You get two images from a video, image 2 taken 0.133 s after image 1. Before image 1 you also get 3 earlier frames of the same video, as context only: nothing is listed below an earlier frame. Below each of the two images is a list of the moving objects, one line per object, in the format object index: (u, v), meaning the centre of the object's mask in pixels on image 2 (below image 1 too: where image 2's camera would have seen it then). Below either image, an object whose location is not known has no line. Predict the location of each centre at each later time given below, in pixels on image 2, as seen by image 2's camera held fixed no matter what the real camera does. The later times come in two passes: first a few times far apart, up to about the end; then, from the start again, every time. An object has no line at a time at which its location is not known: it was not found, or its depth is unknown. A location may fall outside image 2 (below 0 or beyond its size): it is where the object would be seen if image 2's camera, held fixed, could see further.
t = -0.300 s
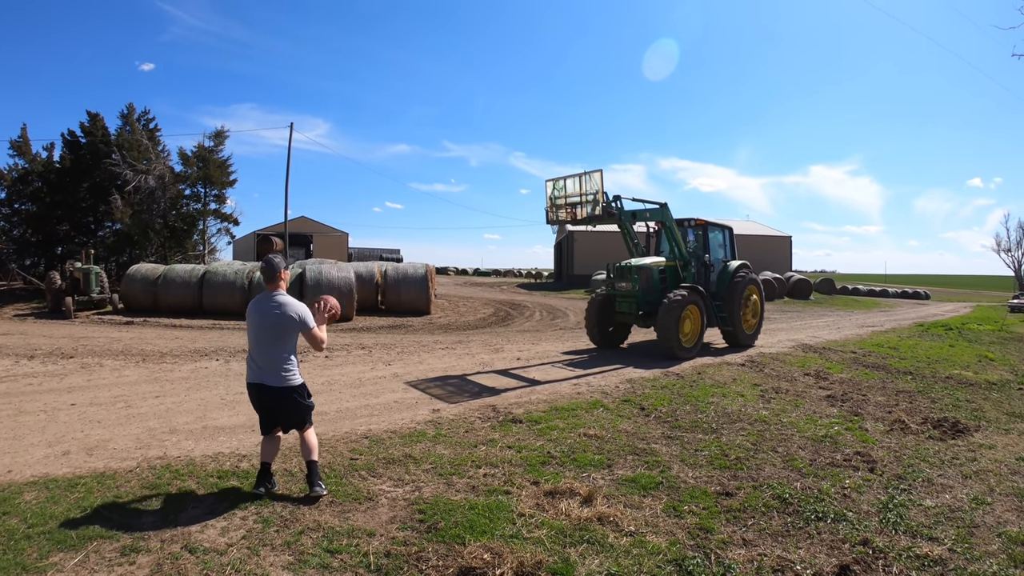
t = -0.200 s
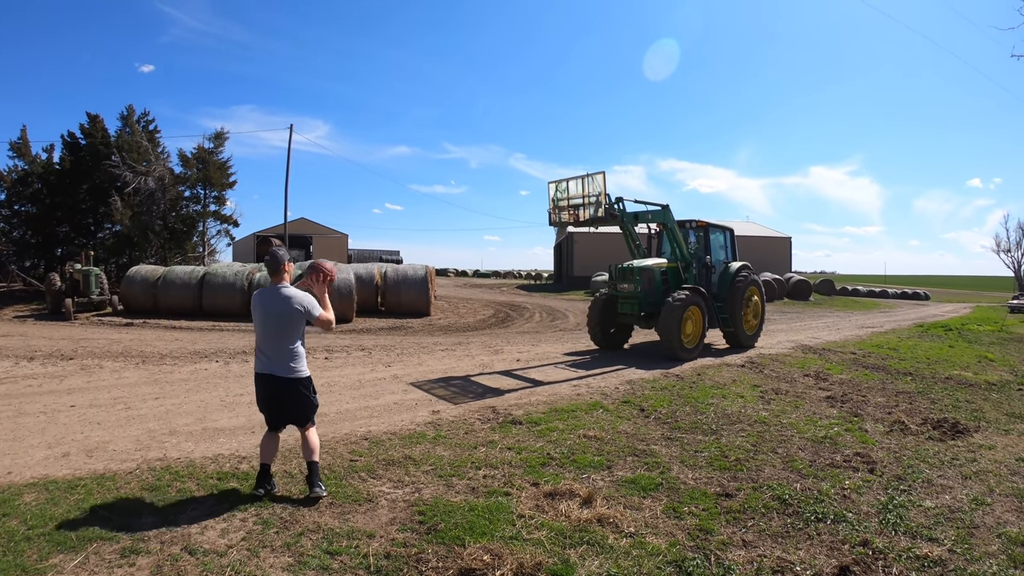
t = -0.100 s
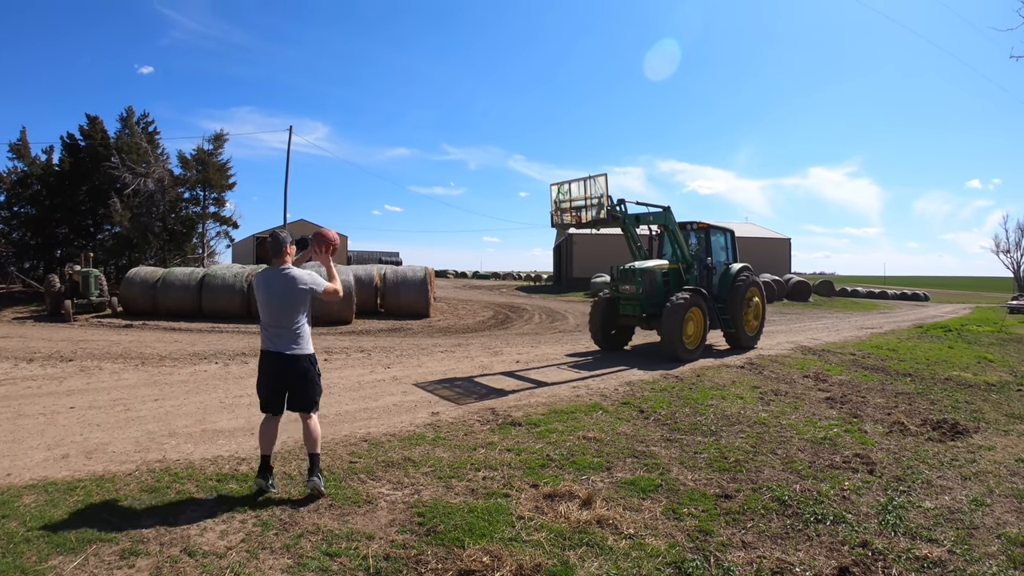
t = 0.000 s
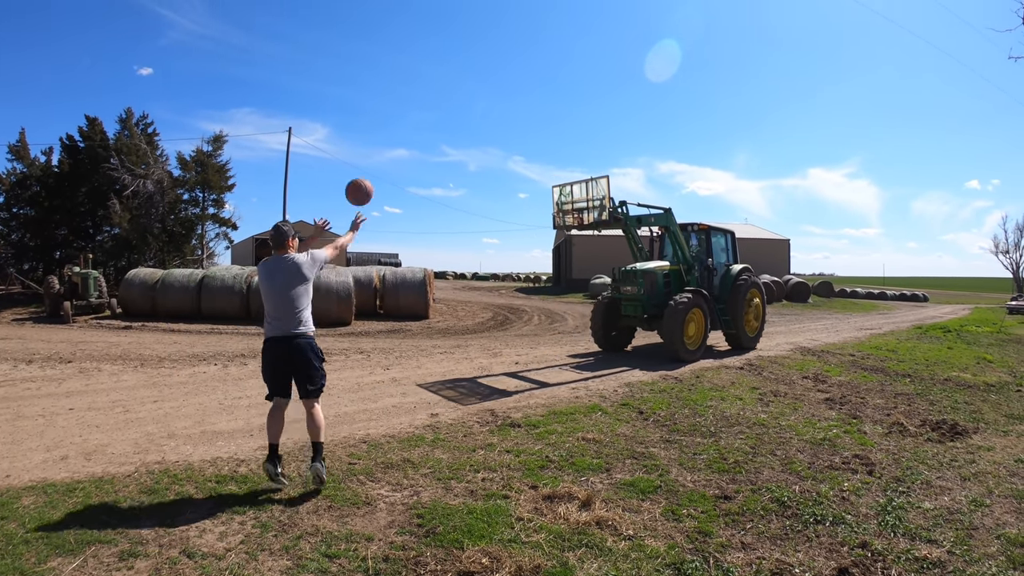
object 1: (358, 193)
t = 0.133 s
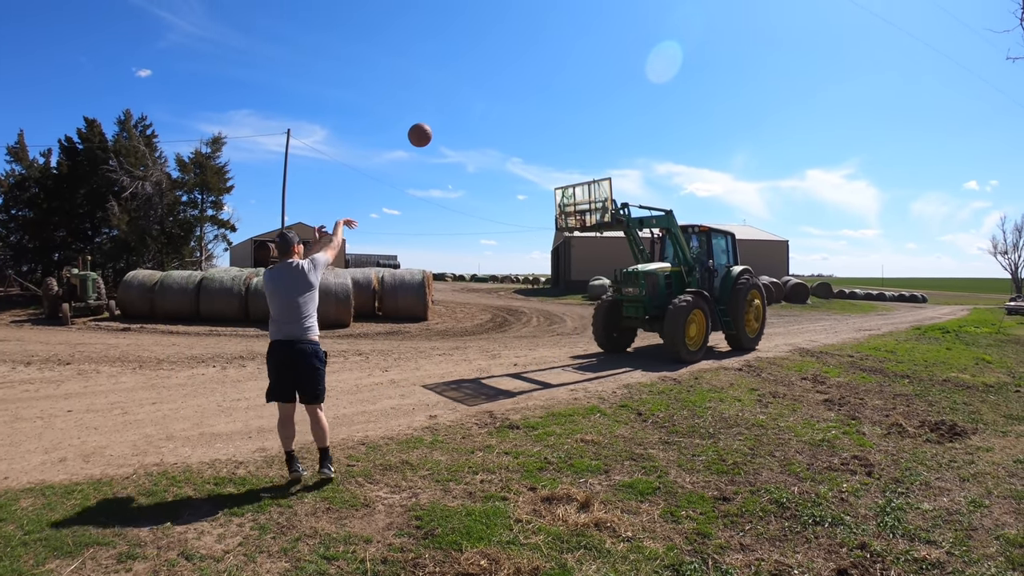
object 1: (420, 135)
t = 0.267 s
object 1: (465, 105)
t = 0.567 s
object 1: (533, 102)
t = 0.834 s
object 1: (571, 141)
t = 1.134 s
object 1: (598, 212)
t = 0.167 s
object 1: (433, 125)
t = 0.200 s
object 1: (444, 117)
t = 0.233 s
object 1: (455, 111)
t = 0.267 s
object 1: (465, 105)
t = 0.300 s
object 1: (475, 102)
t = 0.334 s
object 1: (484, 99)
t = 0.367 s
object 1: (492, 97)
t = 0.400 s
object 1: (500, 96)
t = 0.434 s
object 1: (508, 96)
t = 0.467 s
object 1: (515, 97)
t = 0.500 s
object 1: (521, 98)
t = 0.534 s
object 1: (528, 100)
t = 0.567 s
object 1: (533, 102)
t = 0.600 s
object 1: (539, 105)
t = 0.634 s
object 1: (544, 109)
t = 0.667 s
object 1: (549, 113)
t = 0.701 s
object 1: (554, 118)
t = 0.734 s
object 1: (558, 123)
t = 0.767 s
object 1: (563, 129)
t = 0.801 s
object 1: (567, 135)
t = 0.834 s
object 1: (571, 141)
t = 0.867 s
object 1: (575, 148)
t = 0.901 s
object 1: (579, 154)
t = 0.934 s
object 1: (582, 162)
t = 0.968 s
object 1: (586, 170)
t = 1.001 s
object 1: (589, 178)
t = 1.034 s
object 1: (592, 186)
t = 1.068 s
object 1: (596, 195)
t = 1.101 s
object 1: (598, 204)
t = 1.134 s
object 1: (598, 212)
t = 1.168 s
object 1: (593, 218)
